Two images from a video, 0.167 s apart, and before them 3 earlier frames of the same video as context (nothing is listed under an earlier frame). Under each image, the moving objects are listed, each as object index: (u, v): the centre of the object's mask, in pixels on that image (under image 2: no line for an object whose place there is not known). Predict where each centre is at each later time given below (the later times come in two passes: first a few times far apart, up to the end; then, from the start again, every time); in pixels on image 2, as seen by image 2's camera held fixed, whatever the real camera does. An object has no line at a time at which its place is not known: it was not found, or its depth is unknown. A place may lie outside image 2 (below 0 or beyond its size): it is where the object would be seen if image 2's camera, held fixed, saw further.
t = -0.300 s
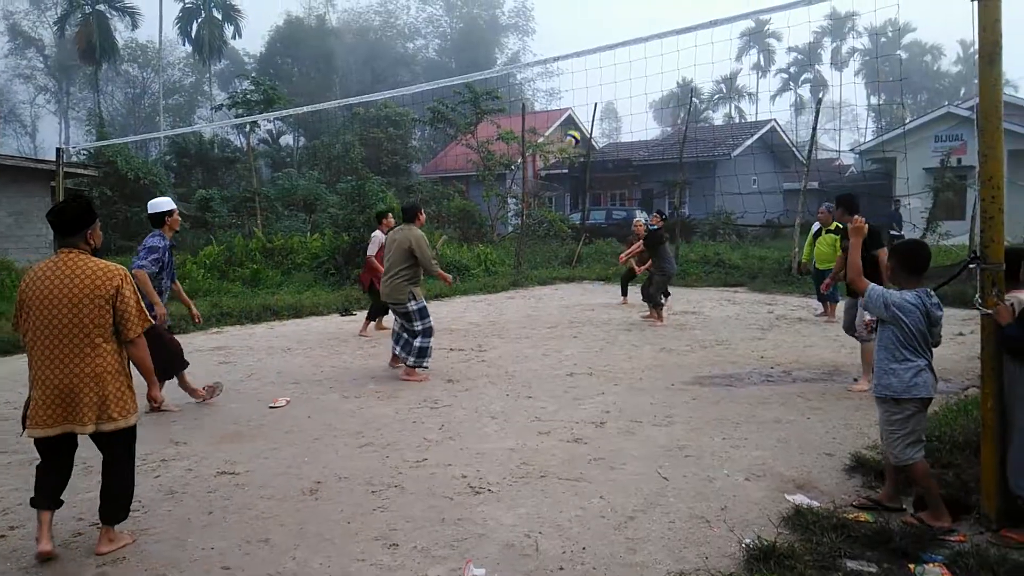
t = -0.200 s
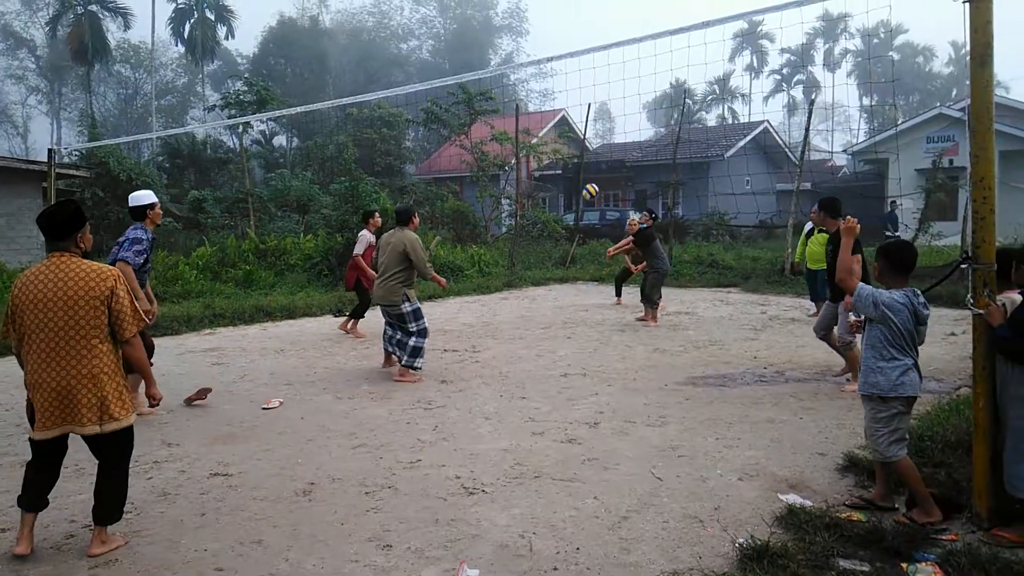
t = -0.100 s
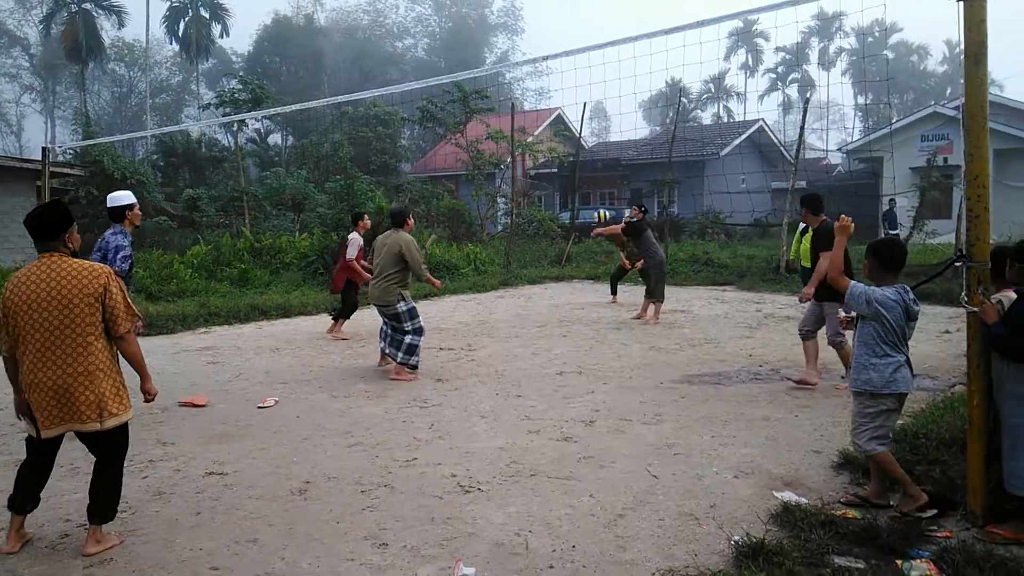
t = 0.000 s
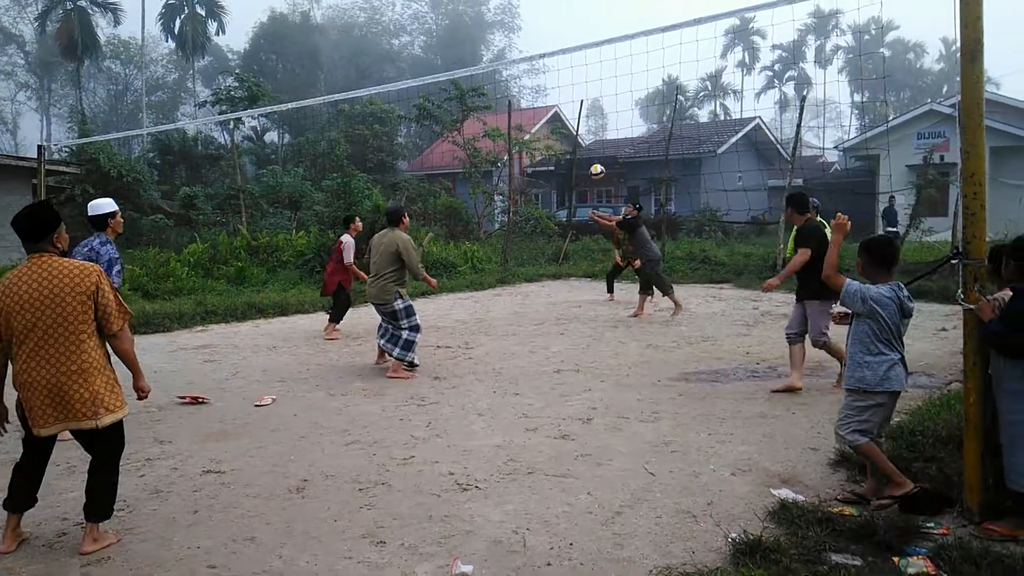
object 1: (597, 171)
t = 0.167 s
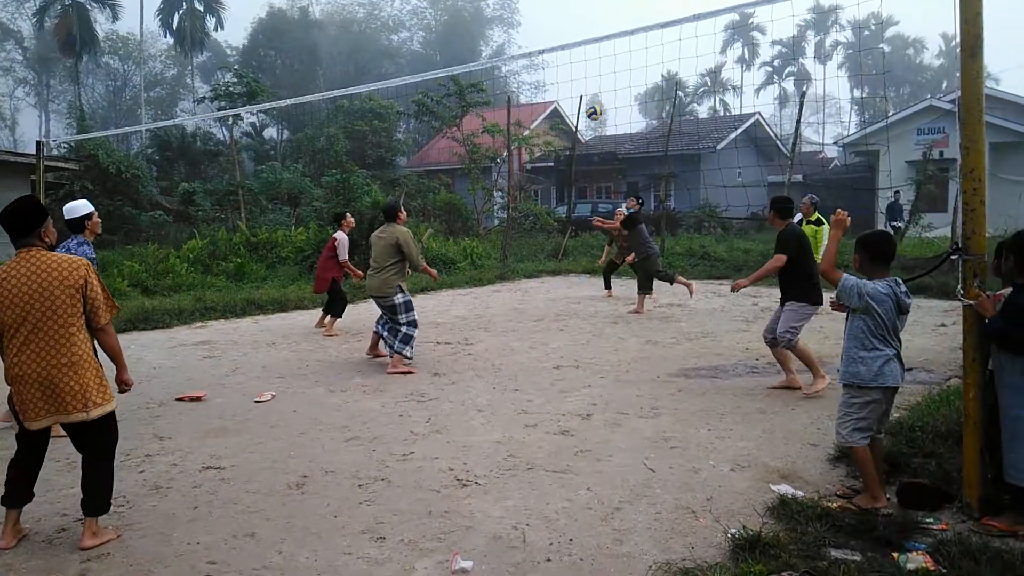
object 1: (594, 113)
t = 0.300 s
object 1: (592, 83)
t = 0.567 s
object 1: (588, 63)
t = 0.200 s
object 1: (593, 104)
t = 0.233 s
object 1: (593, 97)
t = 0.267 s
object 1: (592, 89)
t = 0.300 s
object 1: (592, 83)
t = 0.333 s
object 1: (591, 77)
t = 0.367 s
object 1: (590, 73)
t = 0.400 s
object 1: (590, 68)
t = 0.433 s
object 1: (589, 66)
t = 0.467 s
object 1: (589, 64)
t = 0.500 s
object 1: (589, 63)
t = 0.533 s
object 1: (588, 62)
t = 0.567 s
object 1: (588, 63)
